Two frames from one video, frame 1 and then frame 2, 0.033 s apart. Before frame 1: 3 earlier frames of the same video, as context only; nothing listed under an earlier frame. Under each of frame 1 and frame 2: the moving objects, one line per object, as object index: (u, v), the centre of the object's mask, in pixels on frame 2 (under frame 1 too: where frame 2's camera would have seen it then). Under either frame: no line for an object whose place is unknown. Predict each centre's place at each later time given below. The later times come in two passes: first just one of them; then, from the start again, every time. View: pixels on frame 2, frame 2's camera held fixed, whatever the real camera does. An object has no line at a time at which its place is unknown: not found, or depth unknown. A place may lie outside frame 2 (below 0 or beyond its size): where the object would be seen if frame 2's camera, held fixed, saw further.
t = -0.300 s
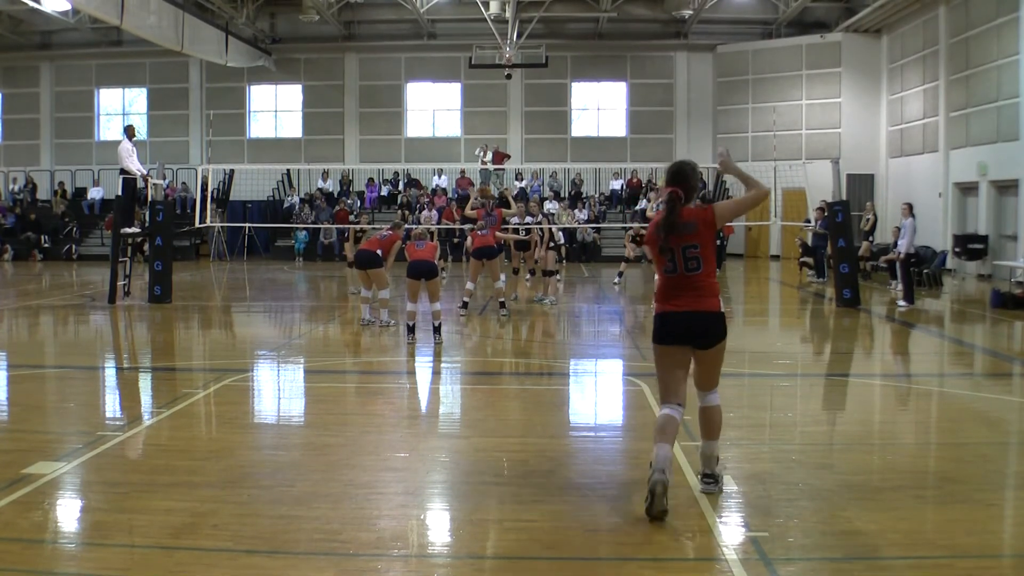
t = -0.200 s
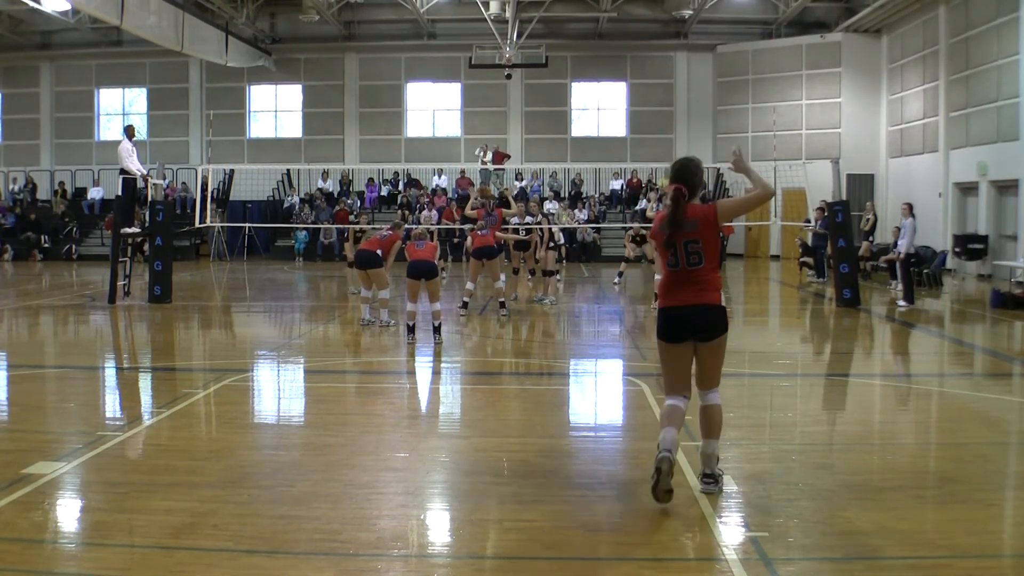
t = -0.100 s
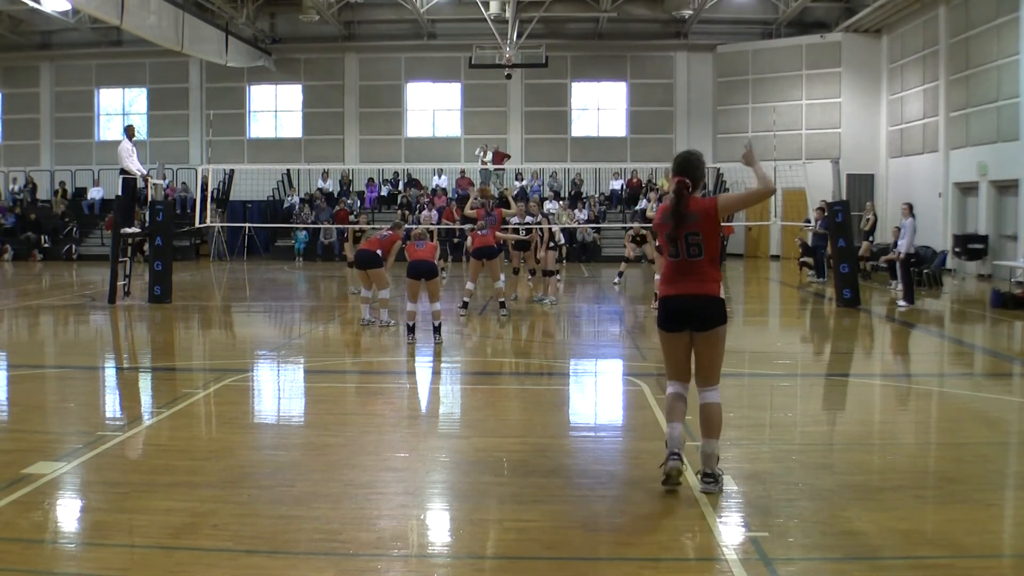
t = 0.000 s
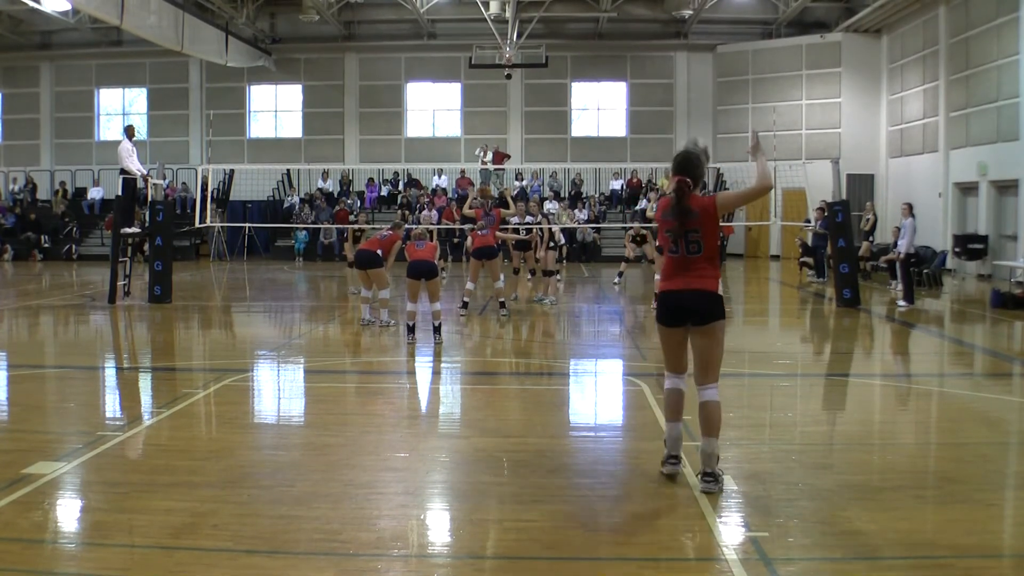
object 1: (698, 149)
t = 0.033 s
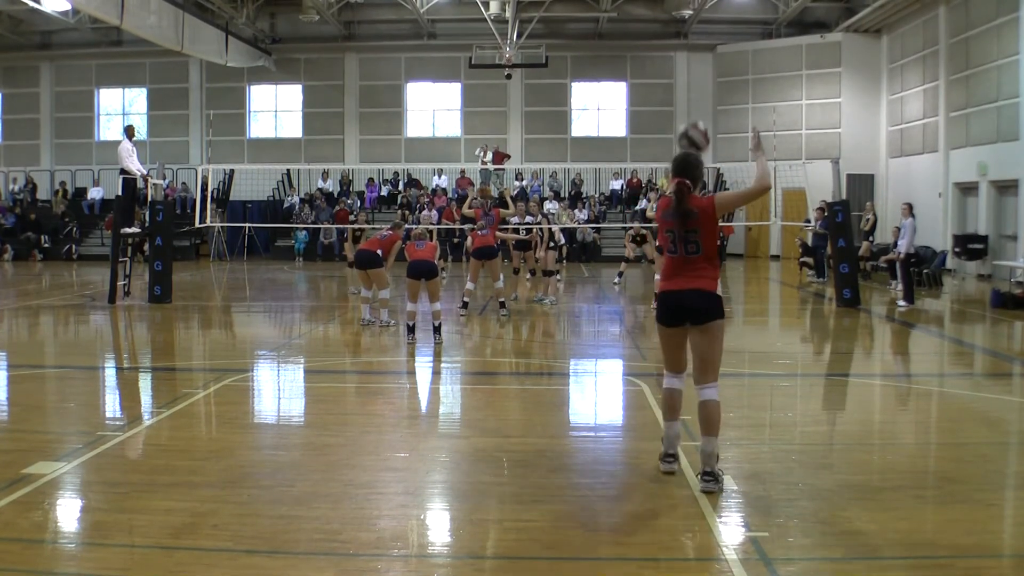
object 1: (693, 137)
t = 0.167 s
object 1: (693, 85)
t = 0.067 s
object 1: (693, 122)
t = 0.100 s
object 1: (694, 108)
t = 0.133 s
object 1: (693, 96)
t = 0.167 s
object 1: (693, 85)
